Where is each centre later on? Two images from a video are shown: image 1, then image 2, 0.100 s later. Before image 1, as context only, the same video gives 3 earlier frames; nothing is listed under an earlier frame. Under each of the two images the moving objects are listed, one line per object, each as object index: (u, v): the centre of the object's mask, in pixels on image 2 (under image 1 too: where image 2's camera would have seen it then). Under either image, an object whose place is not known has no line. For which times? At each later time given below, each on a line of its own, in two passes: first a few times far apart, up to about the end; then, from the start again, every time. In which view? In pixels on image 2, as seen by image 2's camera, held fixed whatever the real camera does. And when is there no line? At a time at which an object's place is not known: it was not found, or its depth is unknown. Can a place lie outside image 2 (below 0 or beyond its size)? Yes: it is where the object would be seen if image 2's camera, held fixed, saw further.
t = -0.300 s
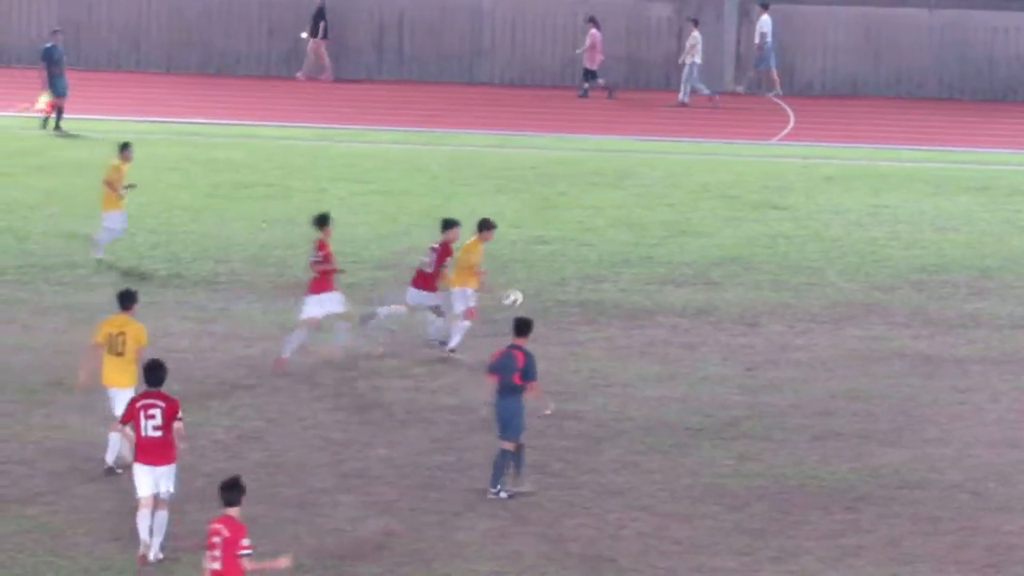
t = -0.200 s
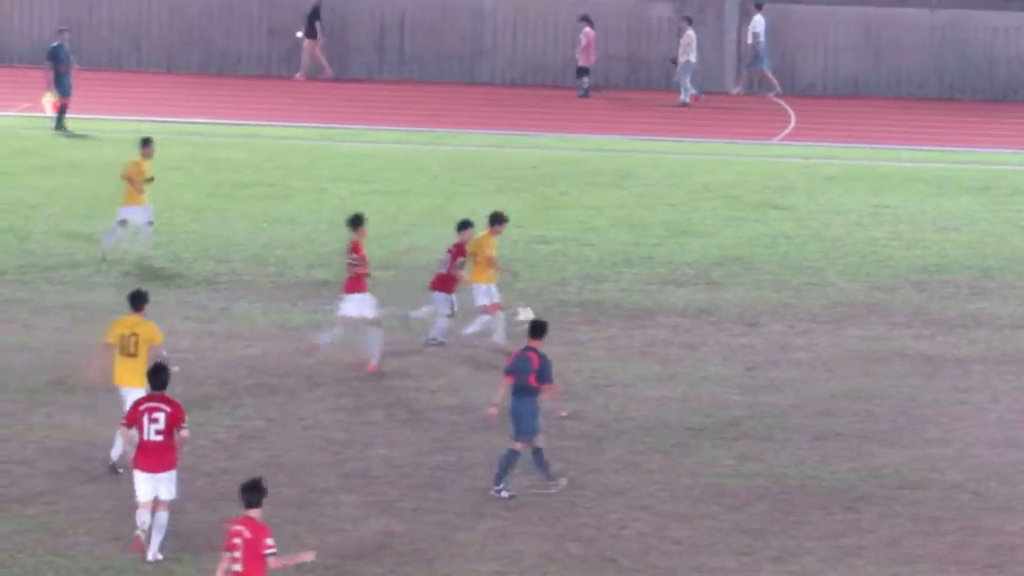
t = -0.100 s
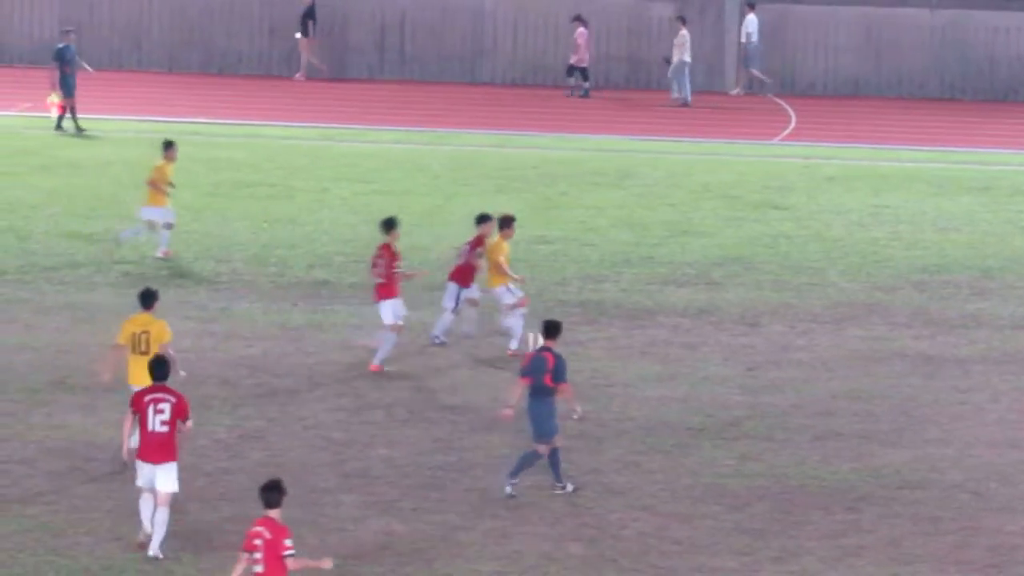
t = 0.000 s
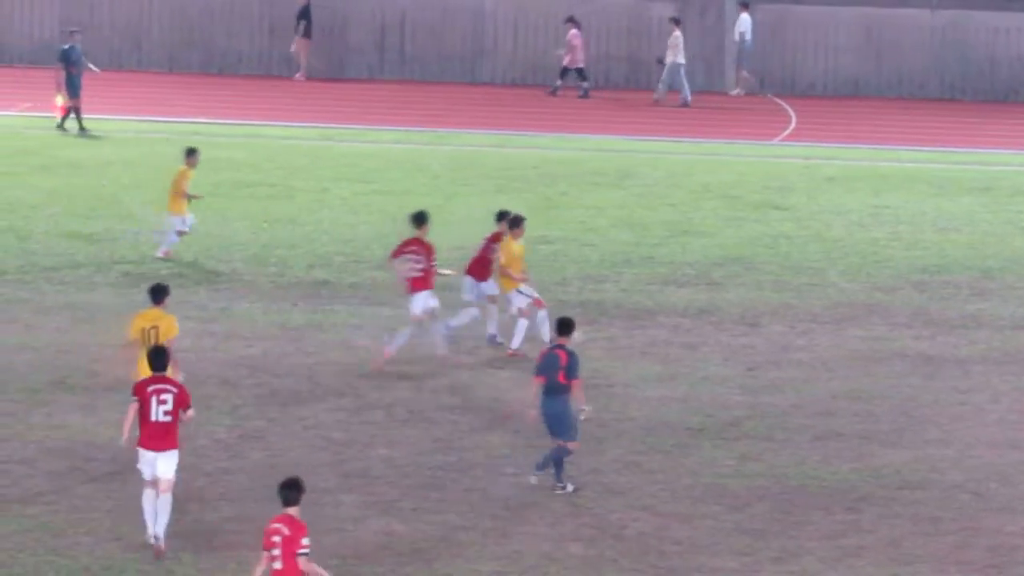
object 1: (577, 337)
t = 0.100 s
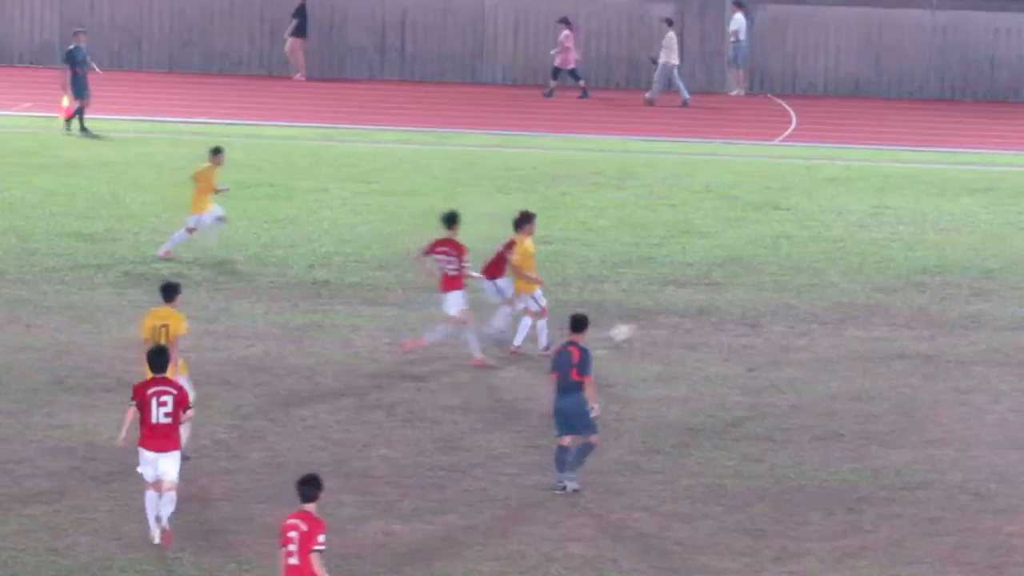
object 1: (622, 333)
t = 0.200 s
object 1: (665, 316)
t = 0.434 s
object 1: (757, 316)
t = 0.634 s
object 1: (820, 307)
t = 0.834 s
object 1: (869, 300)
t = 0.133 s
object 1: (636, 326)
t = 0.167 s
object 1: (652, 320)
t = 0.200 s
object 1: (665, 316)
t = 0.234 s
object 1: (679, 315)
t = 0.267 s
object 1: (693, 313)
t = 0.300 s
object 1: (706, 313)
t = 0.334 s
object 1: (719, 313)
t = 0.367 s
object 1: (732, 313)
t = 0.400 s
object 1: (747, 316)
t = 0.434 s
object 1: (757, 316)
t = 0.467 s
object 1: (768, 314)
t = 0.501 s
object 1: (780, 311)
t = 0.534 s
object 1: (789, 310)
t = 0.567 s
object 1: (800, 310)
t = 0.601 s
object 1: (810, 308)
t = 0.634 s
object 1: (820, 307)
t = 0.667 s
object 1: (828, 306)
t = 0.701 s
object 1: (837, 305)
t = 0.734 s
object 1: (844, 303)
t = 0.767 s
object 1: (852, 302)
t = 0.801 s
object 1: (860, 301)
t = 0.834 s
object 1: (869, 300)
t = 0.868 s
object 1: (876, 299)
